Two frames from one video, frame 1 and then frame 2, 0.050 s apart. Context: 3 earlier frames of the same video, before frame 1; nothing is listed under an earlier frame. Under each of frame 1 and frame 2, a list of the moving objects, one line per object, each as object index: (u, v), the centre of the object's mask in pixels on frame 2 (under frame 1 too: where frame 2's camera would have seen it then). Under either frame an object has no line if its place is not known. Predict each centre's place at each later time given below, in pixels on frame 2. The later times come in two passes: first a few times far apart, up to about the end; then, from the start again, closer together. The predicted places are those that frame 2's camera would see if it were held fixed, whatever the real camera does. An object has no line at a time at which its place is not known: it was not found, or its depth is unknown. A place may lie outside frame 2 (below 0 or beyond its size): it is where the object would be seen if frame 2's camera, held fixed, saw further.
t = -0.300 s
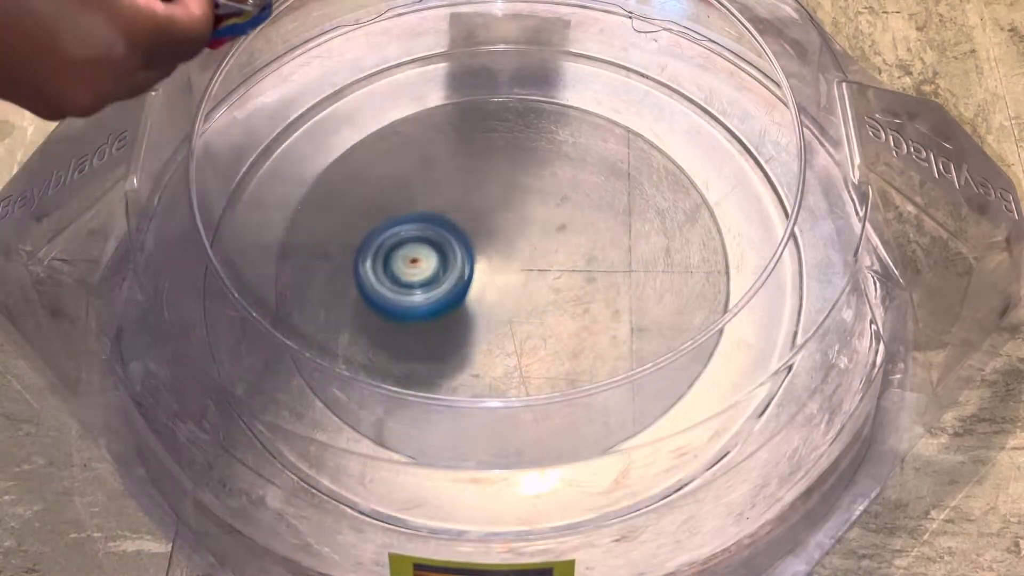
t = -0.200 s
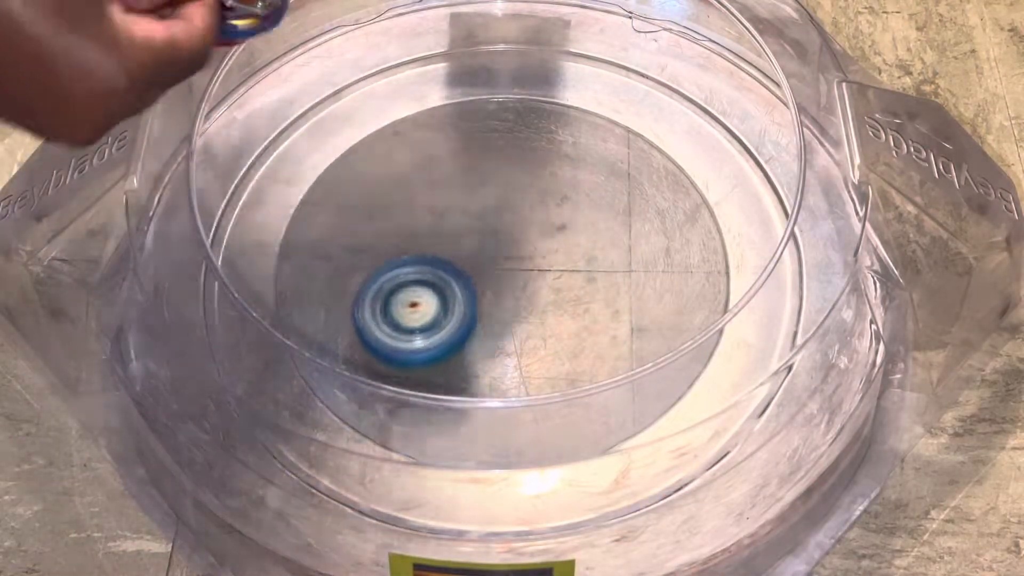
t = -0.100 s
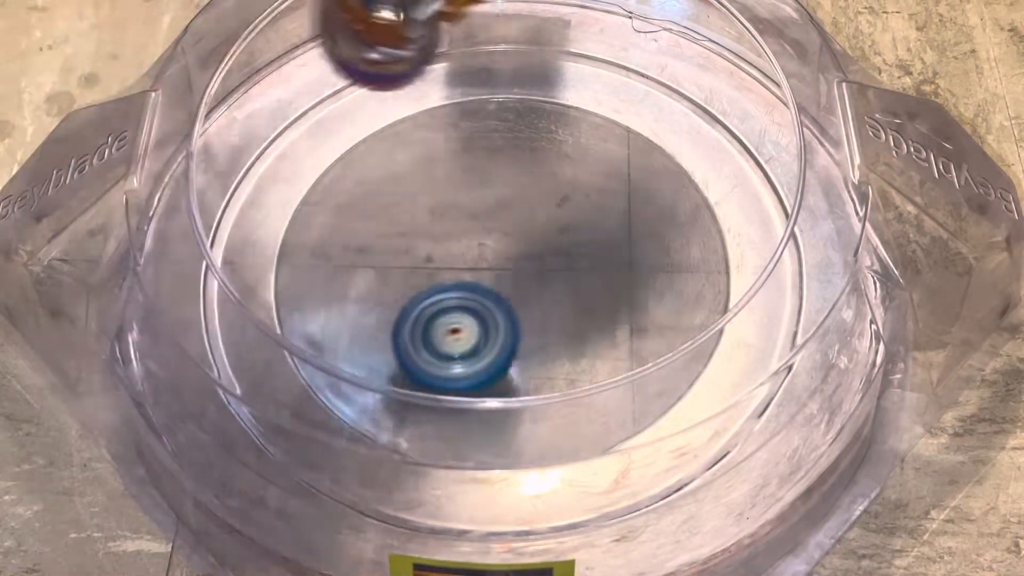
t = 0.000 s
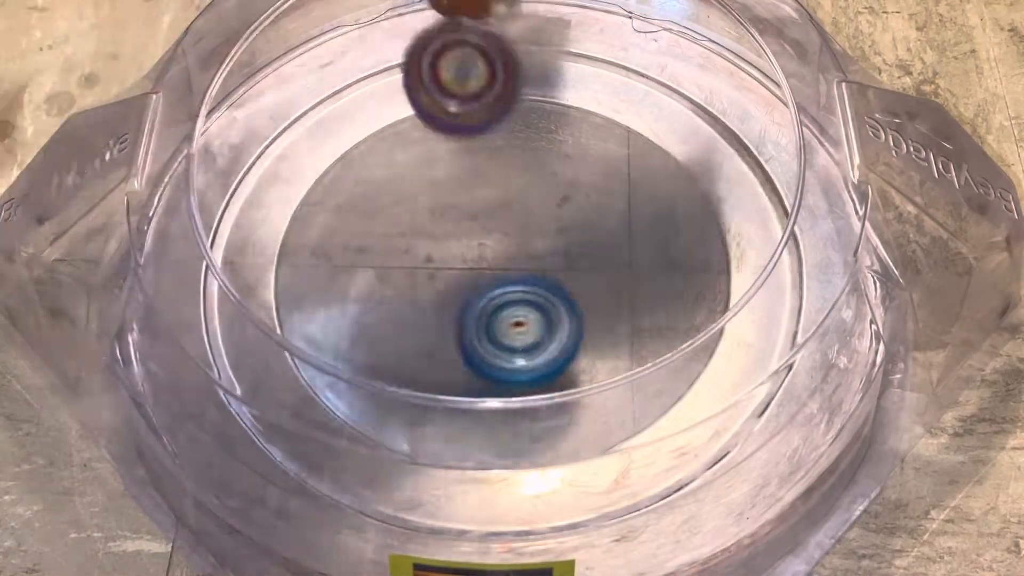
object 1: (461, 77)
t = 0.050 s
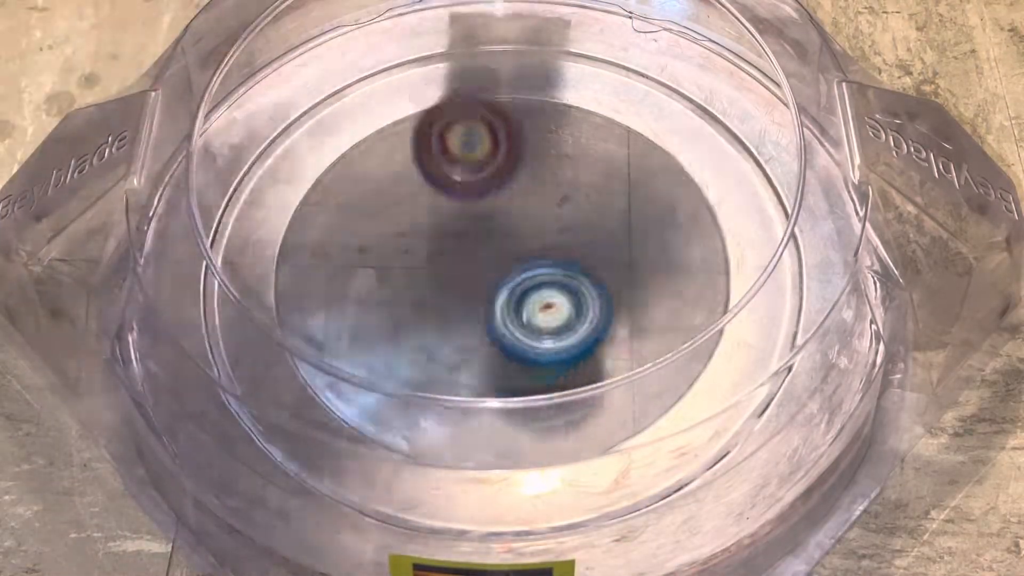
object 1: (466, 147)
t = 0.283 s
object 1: (492, 149)
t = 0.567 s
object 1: (455, 141)
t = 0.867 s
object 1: (487, 156)
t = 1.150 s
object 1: (557, 92)
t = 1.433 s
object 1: (500, 148)
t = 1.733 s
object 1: (504, 108)
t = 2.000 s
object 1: (539, 145)
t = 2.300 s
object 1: (604, 61)
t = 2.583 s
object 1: (660, 135)
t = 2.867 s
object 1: (562, 271)
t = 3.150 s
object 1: (563, 298)
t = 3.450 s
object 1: (536, 160)
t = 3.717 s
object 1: (459, 260)
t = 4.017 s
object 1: (608, 379)
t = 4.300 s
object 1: (579, 231)
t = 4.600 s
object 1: (379, 241)
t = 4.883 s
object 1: (536, 415)
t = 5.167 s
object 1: (703, 231)
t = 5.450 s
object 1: (454, 119)
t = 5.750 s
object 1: (344, 366)
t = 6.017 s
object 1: (640, 381)
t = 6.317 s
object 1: (593, 110)
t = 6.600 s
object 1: (664, 156)
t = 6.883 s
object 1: (564, 348)
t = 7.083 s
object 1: (424, 335)
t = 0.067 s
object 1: (470, 161)
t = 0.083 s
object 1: (478, 153)
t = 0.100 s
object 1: (483, 150)
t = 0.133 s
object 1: (500, 150)
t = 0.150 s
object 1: (506, 157)
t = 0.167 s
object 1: (514, 165)
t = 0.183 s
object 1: (512, 158)
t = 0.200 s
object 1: (508, 150)
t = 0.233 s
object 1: (501, 144)
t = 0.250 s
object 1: (498, 145)
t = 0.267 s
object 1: (495, 149)
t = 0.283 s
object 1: (492, 149)
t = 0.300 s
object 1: (487, 141)
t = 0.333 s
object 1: (481, 134)
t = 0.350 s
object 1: (479, 135)
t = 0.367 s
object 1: (476, 140)
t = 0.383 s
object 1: (473, 140)
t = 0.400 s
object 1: (471, 139)
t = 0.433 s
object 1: (467, 144)
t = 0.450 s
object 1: (465, 148)
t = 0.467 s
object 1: (464, 150)
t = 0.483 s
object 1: (464, 155)
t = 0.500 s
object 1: (464, 162)
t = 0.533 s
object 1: (458, 153)
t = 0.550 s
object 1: (456, 146)
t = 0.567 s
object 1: (455, 141)
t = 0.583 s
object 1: (454, 136)
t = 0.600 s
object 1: (453, 132)
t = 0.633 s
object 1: (453, 126)
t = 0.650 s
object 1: (453, 125)
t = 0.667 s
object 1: (455, 123)
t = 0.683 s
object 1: (456, 123)
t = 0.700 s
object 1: (457, 123)
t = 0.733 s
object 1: (461, 126)
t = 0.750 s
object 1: (463, 128)
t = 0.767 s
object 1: (467, 130)
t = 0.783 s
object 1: (470, 133)
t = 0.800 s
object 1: (473, 137)
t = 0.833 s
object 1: (479, 145)
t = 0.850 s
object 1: (483, 150)
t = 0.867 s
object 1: (487, 156)
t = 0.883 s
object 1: (491, 163)
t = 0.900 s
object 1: (496, 169)
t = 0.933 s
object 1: (505, 181)
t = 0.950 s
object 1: (509, 189)
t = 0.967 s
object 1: (513, 194)
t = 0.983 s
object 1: (519, 189)
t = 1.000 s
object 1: (525, 176)
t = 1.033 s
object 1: (536, 151)
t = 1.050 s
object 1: (541, 141)
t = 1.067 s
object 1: (545, 131)
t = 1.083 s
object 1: (548, 121)
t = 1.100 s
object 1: (551, 113)
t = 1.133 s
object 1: (556, 99)
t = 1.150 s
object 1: (557, 92)
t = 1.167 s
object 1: (558, 87)
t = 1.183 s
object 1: (557, 83)
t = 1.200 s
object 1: (556, 82)
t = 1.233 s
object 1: (553, 81)
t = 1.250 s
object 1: (550, 82)
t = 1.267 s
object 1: (547, 84)
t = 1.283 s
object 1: (544, 88)
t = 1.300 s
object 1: (539, 93)
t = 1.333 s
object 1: (529, 103)
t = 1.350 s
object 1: (525, 109)
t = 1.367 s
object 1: (520, 116)
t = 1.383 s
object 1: (516, 123)
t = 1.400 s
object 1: (510, 132)
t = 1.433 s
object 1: (500, 148)
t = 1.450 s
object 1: (497, 157)
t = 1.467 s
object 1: (493, 164)
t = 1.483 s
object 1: (492, 155)
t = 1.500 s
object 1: (491, 146)
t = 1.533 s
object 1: (491, 131)
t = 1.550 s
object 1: (492, 124)
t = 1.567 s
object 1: (493, 120)
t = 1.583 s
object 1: (495, 115)
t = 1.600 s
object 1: (496, 112)
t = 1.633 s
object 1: (498, 106)
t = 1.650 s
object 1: (498, 105)
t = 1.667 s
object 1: (499, 106)
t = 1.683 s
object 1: (501, 106)
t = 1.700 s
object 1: (502, 106)
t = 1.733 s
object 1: (504, 108)
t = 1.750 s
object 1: (505, 111)
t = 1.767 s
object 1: (506, 114)
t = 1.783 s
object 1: (507, 118)
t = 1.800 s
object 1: (507, 122)
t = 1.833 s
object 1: (508, 132)
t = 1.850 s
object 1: (508, 137)
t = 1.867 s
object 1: (509, 143)
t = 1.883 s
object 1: (510, 150)
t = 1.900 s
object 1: (511, 156)
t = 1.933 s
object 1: (514, 170)
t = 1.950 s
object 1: (517, 178)
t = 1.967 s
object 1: (523, 172)
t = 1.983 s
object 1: (532, 158)
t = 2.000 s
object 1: (539, 145)
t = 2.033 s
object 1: (555, 121)
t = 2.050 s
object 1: (561, 112)
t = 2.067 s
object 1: (565, 102)
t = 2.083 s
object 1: (570, 92)
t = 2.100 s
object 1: (573, 83)
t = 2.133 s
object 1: (580, 72)
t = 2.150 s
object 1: (584, 65)
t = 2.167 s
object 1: (588, 60)
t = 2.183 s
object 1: (593, 56)
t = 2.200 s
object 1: (599, 50)
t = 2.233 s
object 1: (606, 46)
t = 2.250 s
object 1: (605, 48)
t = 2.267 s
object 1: (604, 54)
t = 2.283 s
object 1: (603, 60)
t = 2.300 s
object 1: (604, 61)
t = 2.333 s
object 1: (606, 72)
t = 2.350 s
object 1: (608, 74)
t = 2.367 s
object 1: (611, 79)
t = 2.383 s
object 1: (614, 84)
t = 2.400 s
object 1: (617, 87)
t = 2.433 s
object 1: (624, 97)
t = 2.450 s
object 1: (629, 99)
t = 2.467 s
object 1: (634, 105)
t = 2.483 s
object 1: (639, 108)
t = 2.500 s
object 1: (644, 112)
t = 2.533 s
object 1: (653, 120)
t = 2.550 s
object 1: (657, 125)
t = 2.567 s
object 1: (659, 130)
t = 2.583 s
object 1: (660, 135)
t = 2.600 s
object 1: (659, 142)
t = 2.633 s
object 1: (655, 155)
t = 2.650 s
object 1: (651, 163)
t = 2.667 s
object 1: (646, 169)
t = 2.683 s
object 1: (641, 177)
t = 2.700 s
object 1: (635, 184)
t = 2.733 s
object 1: (620, 200)
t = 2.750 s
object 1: (613, 207)
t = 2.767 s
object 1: (604, 215)
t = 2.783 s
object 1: (594, 223)
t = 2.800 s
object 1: (584, 233)
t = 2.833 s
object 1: (574, 252)
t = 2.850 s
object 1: (568, 262)
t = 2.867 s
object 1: (562, 271)
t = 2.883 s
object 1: (555, 278)
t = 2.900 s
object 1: (548, 289)
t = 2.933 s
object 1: (532, 304)
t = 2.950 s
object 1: (523, 310)
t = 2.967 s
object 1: (516, 315)
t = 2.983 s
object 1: (517, 320)
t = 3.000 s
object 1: (522, 322)
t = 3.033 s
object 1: (532, 322)
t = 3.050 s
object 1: (537, 323)
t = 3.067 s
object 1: (542, 320)
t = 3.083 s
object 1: (546, 318)
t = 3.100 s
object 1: (551, 315)
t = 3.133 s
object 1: (559, 305)
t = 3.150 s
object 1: (563, 298)
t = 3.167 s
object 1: (565, 292)
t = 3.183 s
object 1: (568, 285)
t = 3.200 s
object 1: (569, 275)
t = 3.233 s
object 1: (572, 260)
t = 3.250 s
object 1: (571, 252)
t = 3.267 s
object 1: (571, 244)
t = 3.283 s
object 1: (569, 235)
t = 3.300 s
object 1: (568, 227)
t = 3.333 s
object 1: (562, 209)
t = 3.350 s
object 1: (560, 200)
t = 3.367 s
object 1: (555, 193)
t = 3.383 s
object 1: (552, 185)
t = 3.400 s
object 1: (548, 179)
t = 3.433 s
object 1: (540, 166)
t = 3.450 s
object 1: (536, 160)
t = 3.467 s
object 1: (530, 156)
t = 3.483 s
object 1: (525, 154)
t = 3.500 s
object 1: (519, 152)
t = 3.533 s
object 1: (506, 152)
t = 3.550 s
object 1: (499, 155)
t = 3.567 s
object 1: (492, 159)
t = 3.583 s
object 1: (485, 166)
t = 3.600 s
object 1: (479, 171)
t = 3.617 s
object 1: (473, 179)
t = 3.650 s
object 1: (464, 199)
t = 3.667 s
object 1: (462, 213)
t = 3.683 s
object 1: (459, 228)
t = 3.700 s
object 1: (459, 244)
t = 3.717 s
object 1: (459, 260)
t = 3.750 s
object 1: (464, 289)
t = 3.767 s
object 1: (468, 304)
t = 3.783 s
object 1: (474, 312)
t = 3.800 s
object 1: (482, 324)
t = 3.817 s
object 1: (488, 340)
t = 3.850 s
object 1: (504, 353)
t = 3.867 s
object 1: (514, 358)
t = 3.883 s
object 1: (523, 360)
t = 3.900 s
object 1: (533, 363)
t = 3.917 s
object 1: (541, 364)
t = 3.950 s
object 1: (566, 384)
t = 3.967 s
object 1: (577, 385)
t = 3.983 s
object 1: (588, 386)
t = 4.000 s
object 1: (598, 383)
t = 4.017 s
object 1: (608, 379)
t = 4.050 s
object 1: (625, 369)
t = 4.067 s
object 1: (631, 363)
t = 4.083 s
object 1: (639, 355)
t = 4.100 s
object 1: (644, 344)
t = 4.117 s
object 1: (643, 324)
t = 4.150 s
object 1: (648, 311)
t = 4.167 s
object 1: (645, 307)
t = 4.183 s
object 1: (639, 301)
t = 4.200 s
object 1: (632, 292)
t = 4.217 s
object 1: (625, 282)
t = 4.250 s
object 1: (608, 261)
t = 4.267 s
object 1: (598, 252)
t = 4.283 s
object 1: (589, 241)
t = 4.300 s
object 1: (579, 231)
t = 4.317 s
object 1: (568, 221)
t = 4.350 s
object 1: (548, 202)
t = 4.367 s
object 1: (534, 190)
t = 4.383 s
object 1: (522, 186)
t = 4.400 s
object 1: (507, 182)
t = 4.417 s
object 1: (494, 177)
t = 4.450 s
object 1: (467, 177)
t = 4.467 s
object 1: (455, 179)
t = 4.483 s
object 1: (441, 182)
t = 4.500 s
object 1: (429, 187)
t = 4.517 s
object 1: (419, 191)
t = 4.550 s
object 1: (399, 208)
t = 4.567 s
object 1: (391, 218)
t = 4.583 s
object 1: (384, 228)
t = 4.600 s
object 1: (379, 241)
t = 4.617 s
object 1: (374, 254)
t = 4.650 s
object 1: (371, 281)
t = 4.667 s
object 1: (371, 295)
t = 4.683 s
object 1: (374, 308)
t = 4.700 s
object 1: (379, 323)
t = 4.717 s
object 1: (386, 334)
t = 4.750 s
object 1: (407, 351)
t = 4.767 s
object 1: (419, 358)
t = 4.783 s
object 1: (429, 382)
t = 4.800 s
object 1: (444, 391)
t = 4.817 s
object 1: (460, 400)
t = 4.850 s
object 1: (498, 412)
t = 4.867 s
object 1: (517, 414)
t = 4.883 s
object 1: (536, 415)
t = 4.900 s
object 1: (555, 413)
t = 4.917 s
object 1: (575, 413)
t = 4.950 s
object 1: (611, 400)
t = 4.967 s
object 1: (627, 391)
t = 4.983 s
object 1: (640, 382)
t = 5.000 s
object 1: (655, 370)
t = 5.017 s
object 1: (668, 359)
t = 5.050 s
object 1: (687, 332)
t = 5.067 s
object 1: (695, 318)
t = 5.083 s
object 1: (701, 304)
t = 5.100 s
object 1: (705, 290)
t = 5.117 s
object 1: (703, 272)
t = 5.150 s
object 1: (707, 246)
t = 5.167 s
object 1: (703, 231)
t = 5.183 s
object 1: (698, 216)
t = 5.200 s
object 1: (691, 201)
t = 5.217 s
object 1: (682, 188)
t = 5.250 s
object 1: (661, 163)
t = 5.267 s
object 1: (647, 152)
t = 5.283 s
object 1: (633, 143)
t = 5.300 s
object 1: (617, 134)
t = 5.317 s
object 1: (602, 126)
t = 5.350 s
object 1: (566, 116)
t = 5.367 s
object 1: (548, 112)
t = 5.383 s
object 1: (530, 111)
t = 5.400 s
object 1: (511, 110)
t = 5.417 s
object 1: (491, 112)
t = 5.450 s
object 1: (454, 119)
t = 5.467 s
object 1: (435, 126)
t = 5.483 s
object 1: (417, 134)
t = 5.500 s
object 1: (400, 142)
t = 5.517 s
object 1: (385, 153)
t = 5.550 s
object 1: (357, 177)
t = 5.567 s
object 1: (345, 191)
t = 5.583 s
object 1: (335, 206)
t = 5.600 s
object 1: (327, 222)
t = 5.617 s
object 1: (319, 238)
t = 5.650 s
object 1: (312, 273)
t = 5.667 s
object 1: (313, 290)
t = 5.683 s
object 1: (318, 304)
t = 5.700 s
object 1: (325, 316)
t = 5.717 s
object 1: (326, 339)
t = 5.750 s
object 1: (344, 366)
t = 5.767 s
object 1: (354, 381)
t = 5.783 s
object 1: (367, 394)
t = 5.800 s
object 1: (383, 408)
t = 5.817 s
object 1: (400, 419)
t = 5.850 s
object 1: (436, 434)
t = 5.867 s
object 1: (458, 438)
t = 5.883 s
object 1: (479, 441)
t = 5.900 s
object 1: (501, 440)
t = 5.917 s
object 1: (523, 435)
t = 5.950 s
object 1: (566, 423)
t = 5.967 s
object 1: (586, 417)
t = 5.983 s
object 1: (606, 405)
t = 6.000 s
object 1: (624, 393)
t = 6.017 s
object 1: (640, 381)
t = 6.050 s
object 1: (668, 347)
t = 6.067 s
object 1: (679, 334)
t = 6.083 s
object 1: (688, 316)
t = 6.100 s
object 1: (695, 300)
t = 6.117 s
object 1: (698, 282)
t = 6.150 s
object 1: (702, 250)
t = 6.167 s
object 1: (700, 233)
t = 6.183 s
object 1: (694, 216)
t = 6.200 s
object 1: (688, 199)
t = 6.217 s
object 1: (679, 183)
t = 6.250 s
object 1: (655, 155)
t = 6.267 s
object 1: (642, 143)
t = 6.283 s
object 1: (626, 131)
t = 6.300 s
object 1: (610, 120)
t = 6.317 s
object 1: (593, 110)
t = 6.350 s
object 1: (555, 95)
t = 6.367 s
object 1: (535, 89)
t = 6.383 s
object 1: (516, 83)
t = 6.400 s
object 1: (497, 79)
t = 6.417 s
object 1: (504, 78)
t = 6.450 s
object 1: (545, 75)
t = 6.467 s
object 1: (564, 77)
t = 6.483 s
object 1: (585, 81)
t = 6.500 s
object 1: (605, 89)
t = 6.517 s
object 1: (619, 97)
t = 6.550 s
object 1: (641, 117)
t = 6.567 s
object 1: (651, 132)
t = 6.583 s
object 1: (659, 147)
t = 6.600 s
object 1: (664, 156)
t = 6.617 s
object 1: (669, 169)
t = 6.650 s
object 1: (676, 203)
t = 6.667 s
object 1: (676, 214)
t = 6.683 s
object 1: (675, 227)
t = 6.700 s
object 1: (674, 244)
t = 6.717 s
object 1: (671, 257)
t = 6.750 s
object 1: (660, 284)
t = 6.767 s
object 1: (651, 295)
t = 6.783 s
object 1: (641, 306)
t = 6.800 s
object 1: (630, 315)
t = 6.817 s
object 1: (618, 324)
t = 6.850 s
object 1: (592, 338)
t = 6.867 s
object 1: (578, 343)
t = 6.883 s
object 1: (564, 348)
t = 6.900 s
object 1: (550, 351)
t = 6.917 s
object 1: (535, 355)
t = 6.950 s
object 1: (507, 357)
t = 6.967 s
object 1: (494, 356)
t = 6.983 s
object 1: (481, 356)
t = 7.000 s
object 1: (470, 353)
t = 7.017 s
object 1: (459, 351)
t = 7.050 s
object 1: (439, 344)
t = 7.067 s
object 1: (431, 340)
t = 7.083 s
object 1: (424, 335)
